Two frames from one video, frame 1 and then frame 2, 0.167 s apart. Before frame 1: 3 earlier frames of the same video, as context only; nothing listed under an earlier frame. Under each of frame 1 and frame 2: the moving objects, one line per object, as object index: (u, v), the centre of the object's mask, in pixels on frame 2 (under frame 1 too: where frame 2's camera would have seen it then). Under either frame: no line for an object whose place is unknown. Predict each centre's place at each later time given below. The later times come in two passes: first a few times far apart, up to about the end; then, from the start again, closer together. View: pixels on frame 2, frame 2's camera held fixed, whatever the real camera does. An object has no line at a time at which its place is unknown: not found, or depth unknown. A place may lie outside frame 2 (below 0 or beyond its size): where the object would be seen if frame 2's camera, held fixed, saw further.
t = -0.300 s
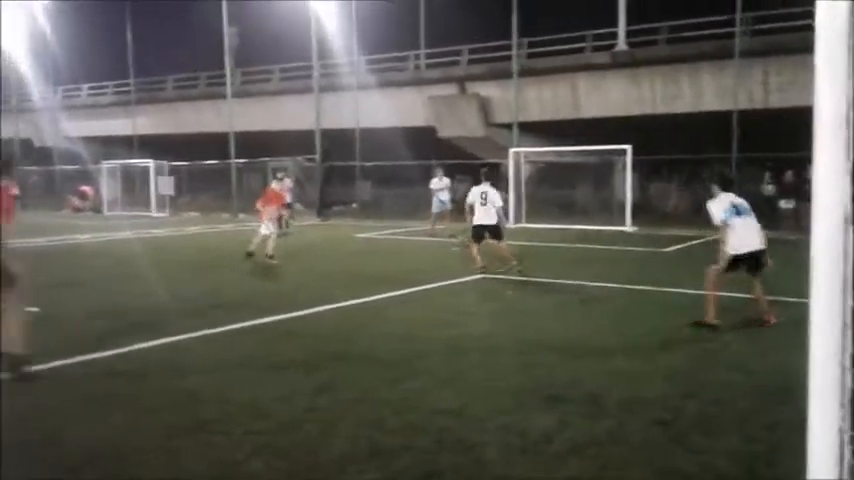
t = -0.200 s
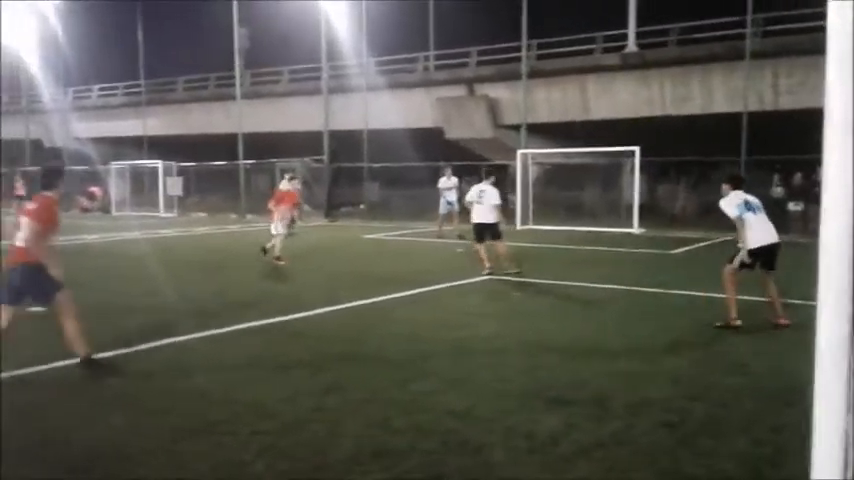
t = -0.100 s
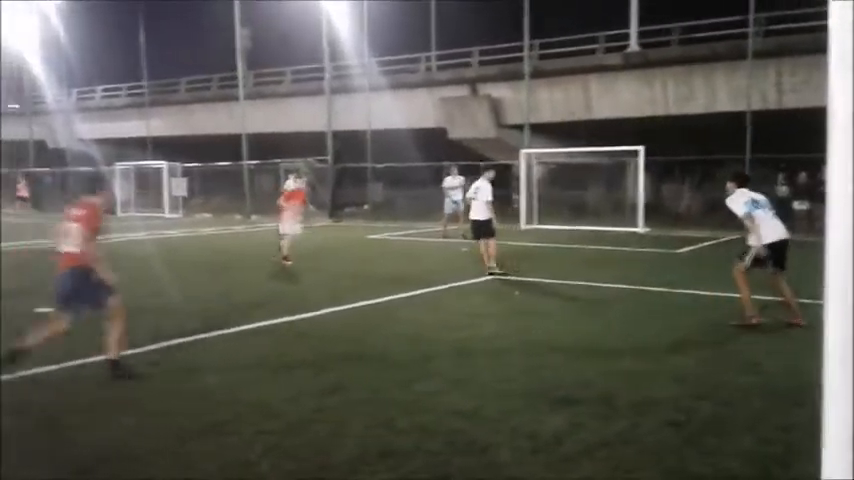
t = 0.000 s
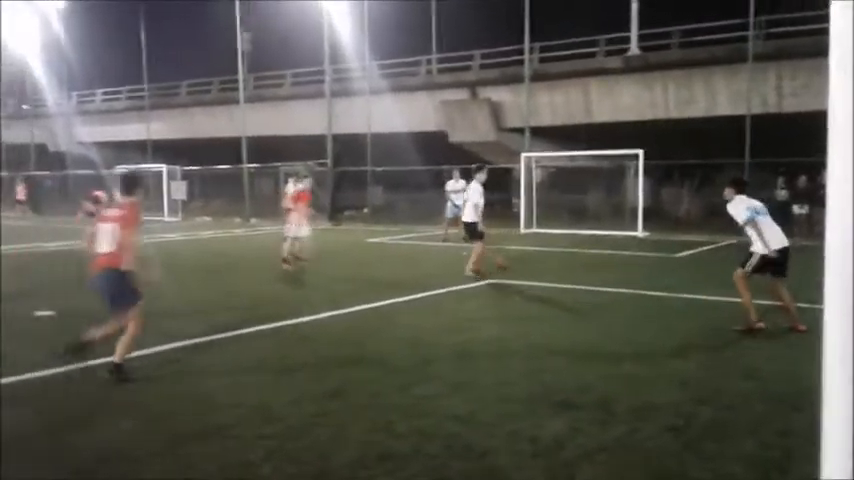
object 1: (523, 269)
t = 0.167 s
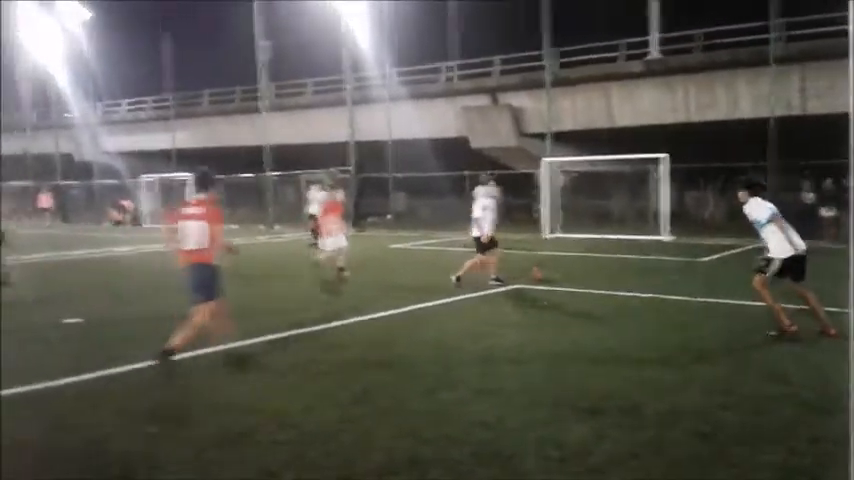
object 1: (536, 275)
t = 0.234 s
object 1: (545, 279)
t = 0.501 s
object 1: (578, 288)
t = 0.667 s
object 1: (600, 299)
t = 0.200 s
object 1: (544, 278)
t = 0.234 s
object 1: (545, 279)
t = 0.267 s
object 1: (550, 280)
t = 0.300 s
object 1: (554, 281)
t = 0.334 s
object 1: (558, 281)
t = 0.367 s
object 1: (561, 282)
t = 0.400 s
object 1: (565, 283)
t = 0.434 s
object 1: (570, 284)
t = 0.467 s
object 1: (571, 285)
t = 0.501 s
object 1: (578, 288)
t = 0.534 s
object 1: (583, 292)
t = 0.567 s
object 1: (585, 292)
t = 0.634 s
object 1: (595, 298)
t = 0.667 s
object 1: (600, 299)
